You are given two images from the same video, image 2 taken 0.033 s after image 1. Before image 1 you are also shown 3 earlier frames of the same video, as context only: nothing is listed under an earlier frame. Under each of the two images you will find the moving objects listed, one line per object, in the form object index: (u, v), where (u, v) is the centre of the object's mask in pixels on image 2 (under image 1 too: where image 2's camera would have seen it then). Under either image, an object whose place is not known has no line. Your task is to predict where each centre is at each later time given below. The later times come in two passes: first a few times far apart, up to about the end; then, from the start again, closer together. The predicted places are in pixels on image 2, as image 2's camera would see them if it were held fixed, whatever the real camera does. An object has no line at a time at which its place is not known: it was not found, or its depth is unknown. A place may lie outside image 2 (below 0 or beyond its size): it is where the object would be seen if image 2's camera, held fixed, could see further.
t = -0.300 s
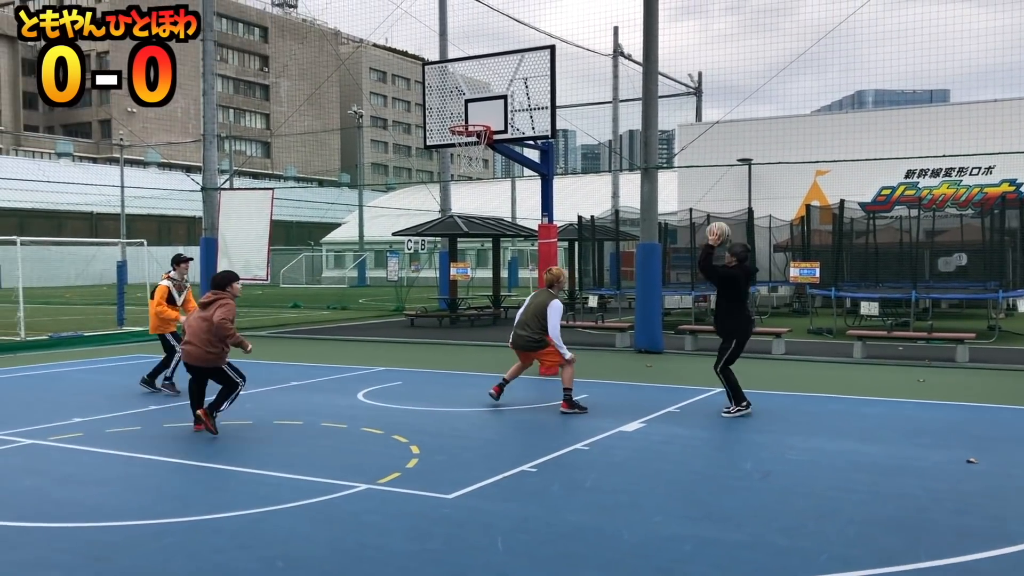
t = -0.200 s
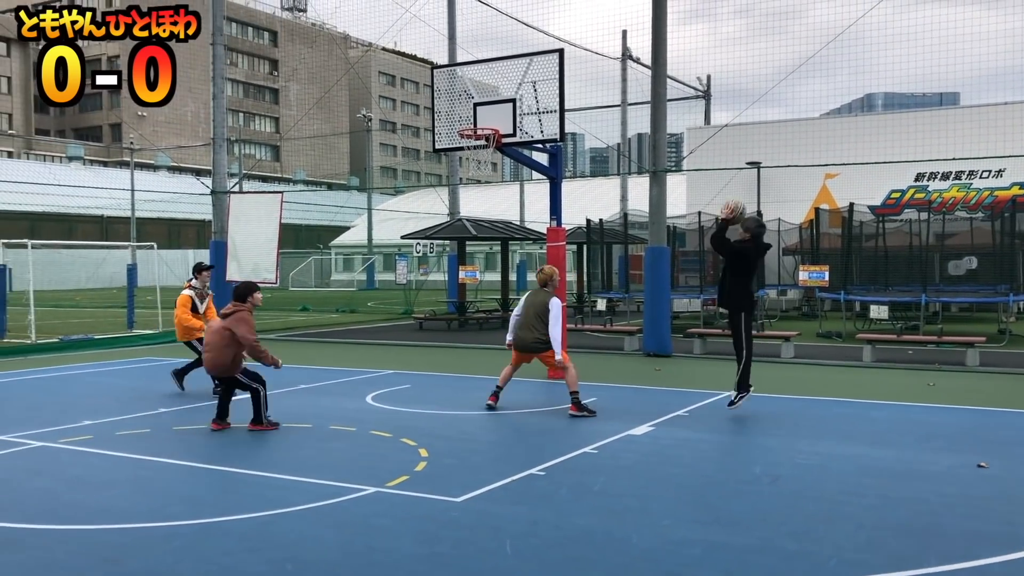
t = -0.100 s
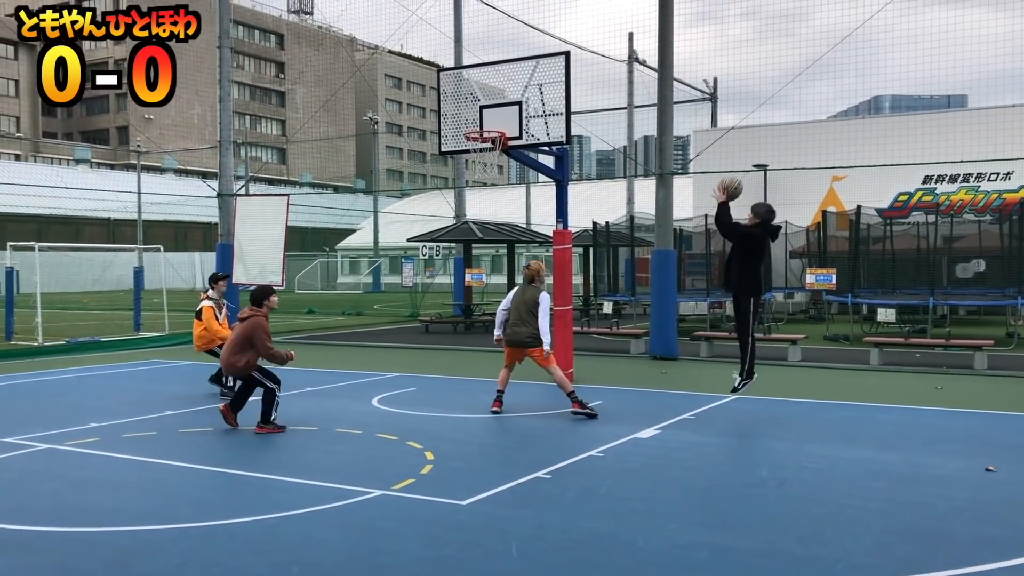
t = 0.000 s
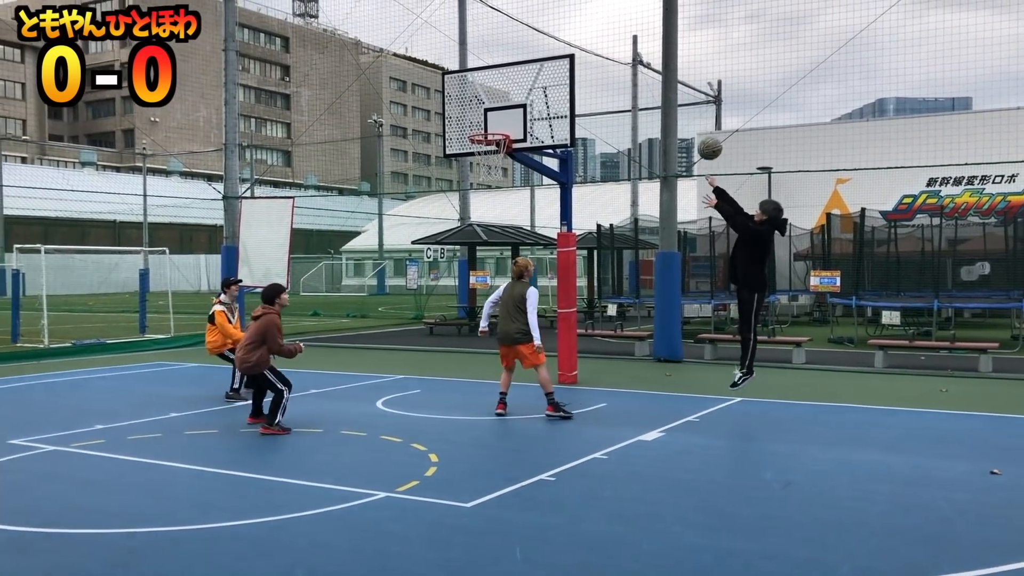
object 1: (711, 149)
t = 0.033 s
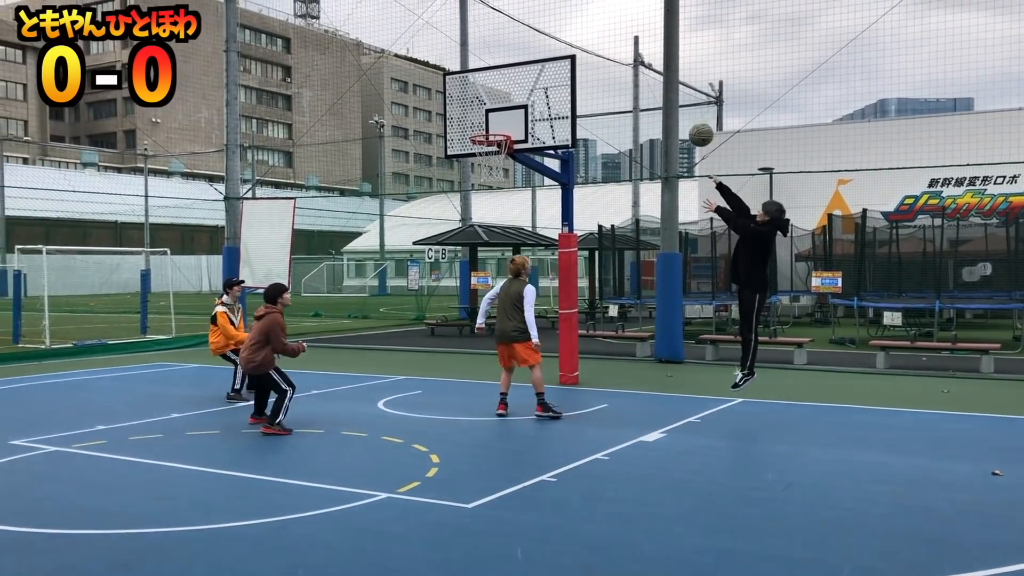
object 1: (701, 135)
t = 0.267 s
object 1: (632, 69)
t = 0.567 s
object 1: (550, 64)
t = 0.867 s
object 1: (476, 132)
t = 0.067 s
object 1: (691, 122)
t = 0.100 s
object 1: (681, 110)
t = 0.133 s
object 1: (671, 100)
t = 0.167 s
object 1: (661, 91)
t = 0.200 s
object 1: (651, 82)
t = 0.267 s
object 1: (632, 69)
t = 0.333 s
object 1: (613, 61)
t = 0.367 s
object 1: (604, 58)
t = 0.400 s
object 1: (594, 56)
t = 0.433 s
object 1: (585, 56)
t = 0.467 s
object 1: (576, 56)
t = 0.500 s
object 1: (567, 58)
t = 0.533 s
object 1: (558, 60)
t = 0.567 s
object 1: (550, 64)
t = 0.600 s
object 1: (541, 68)
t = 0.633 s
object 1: (533, 73)
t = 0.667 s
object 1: (524, 80)
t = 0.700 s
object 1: (515, 87)
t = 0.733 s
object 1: (507, 95)
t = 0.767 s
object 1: (499, 104)
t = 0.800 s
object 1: (490, 115)
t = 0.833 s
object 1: (482, 125)
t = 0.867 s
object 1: (476, 132)
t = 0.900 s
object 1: (470, 135)
